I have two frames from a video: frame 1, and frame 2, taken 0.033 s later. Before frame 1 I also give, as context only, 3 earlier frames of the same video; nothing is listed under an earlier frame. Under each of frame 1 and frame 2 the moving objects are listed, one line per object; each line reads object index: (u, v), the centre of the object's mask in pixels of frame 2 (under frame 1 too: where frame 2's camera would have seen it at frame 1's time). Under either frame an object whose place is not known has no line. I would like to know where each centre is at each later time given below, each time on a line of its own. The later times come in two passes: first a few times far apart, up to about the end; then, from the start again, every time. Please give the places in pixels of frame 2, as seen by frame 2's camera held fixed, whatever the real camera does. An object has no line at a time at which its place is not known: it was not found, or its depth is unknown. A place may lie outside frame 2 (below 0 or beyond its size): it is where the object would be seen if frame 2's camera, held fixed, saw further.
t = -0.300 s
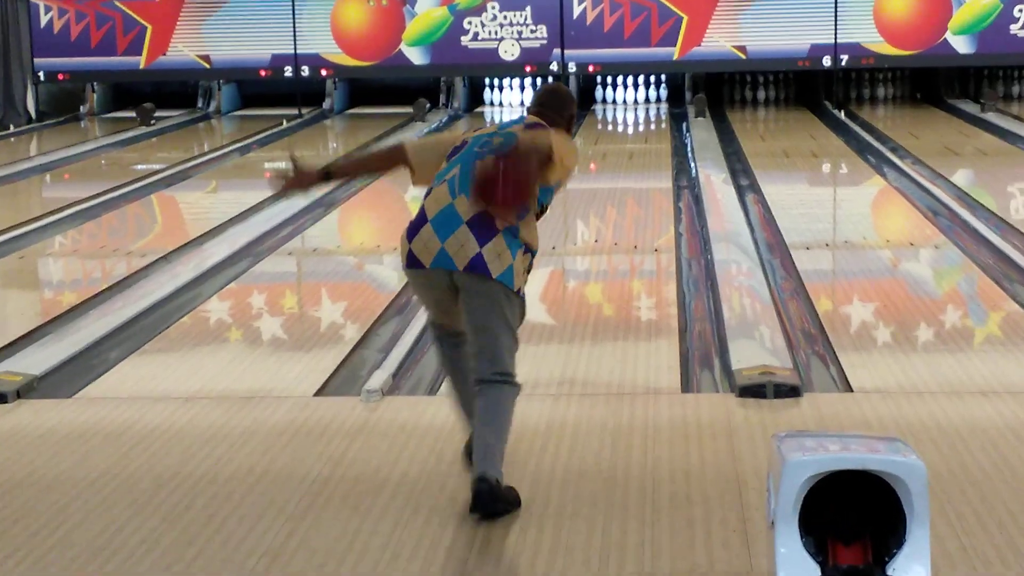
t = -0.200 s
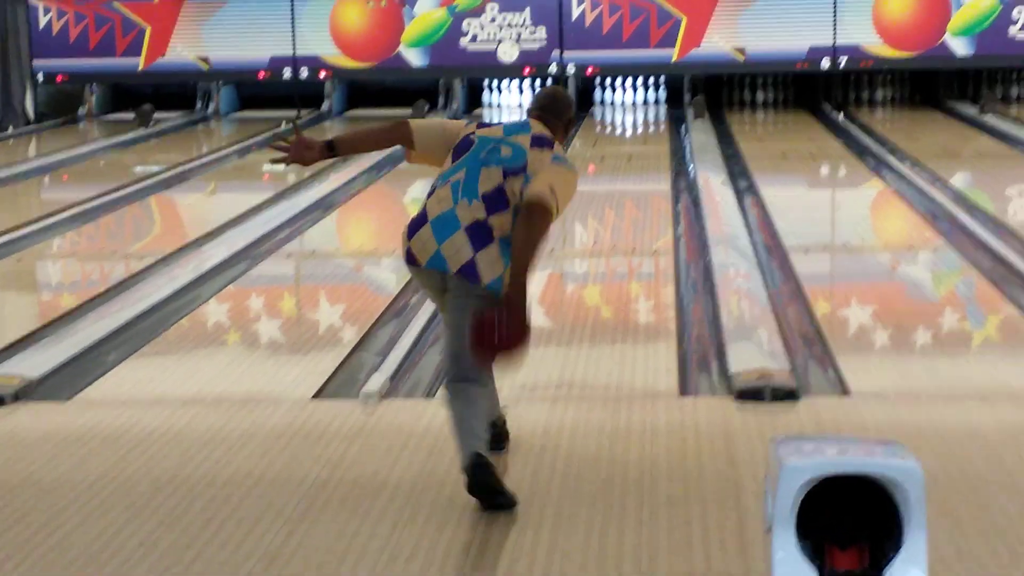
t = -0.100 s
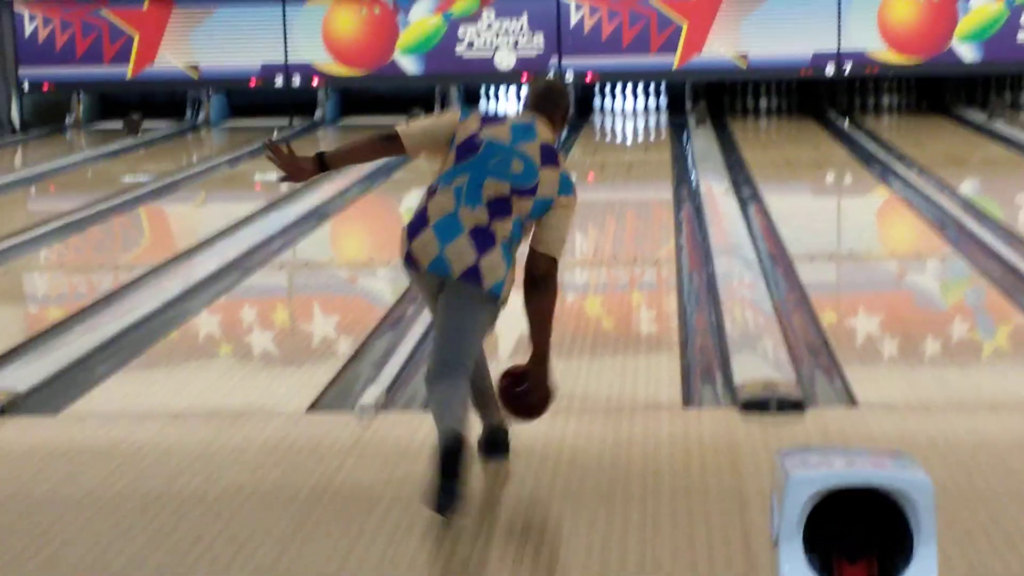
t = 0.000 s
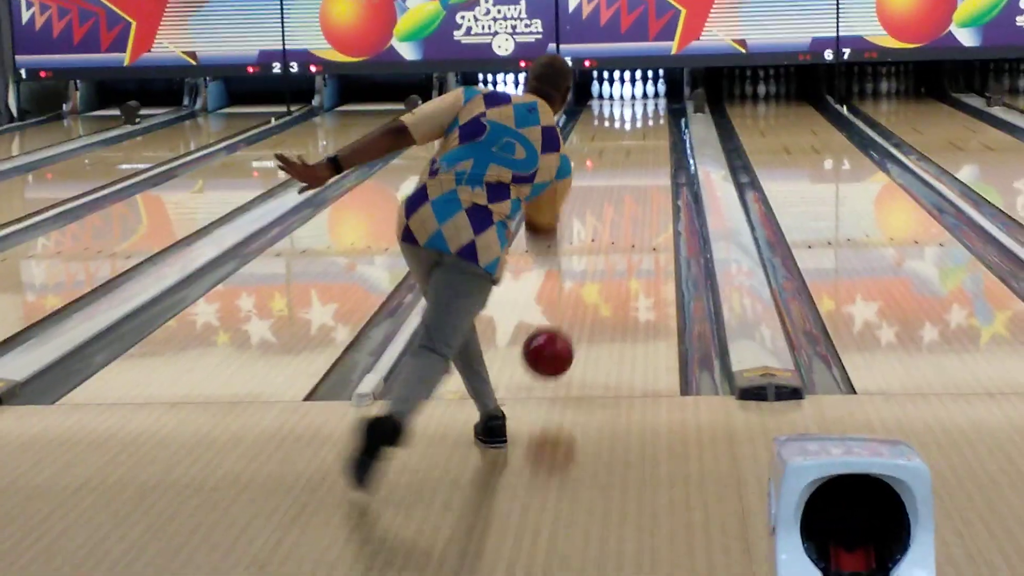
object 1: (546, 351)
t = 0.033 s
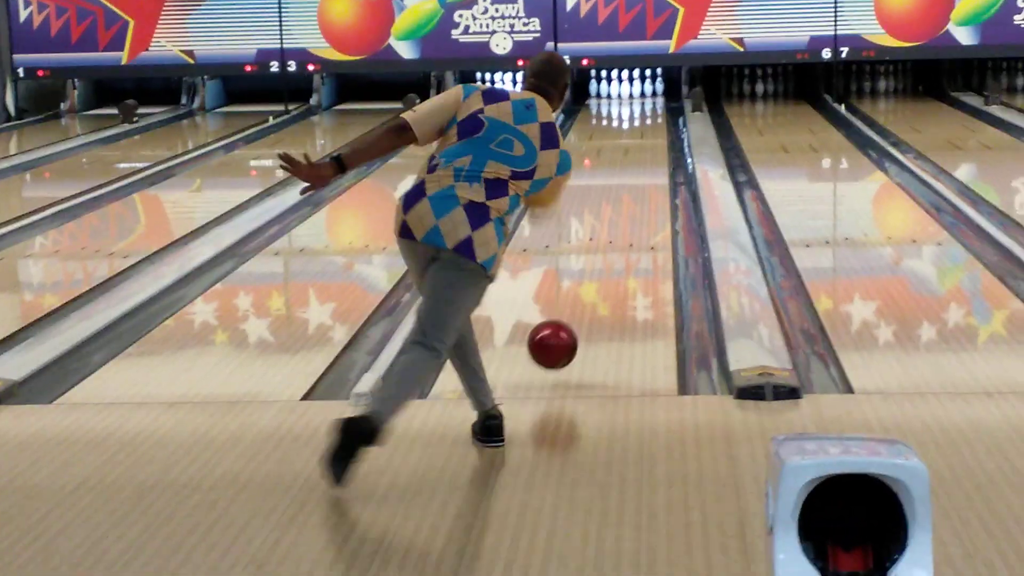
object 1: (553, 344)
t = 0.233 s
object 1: (584, 296)
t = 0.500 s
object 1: (609, 235)
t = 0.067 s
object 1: (559, 340)
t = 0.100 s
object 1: (565, 338)
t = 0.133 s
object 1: (570, 328)
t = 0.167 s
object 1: (575, 318)
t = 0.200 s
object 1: (579, 307)
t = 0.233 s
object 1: (584, 296)
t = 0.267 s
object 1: (588, 287)
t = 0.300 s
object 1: (591, 279)
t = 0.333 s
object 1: (595, 271)
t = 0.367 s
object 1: (598, 263)
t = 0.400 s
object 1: (601, 256)
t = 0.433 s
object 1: (604, 249)
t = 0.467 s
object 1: (606, 242)
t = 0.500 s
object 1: (609, 235)
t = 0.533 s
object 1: (611, 230)
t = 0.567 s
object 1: (613, 225)
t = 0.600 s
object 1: (615, 219)
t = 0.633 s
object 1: (617, 215)
